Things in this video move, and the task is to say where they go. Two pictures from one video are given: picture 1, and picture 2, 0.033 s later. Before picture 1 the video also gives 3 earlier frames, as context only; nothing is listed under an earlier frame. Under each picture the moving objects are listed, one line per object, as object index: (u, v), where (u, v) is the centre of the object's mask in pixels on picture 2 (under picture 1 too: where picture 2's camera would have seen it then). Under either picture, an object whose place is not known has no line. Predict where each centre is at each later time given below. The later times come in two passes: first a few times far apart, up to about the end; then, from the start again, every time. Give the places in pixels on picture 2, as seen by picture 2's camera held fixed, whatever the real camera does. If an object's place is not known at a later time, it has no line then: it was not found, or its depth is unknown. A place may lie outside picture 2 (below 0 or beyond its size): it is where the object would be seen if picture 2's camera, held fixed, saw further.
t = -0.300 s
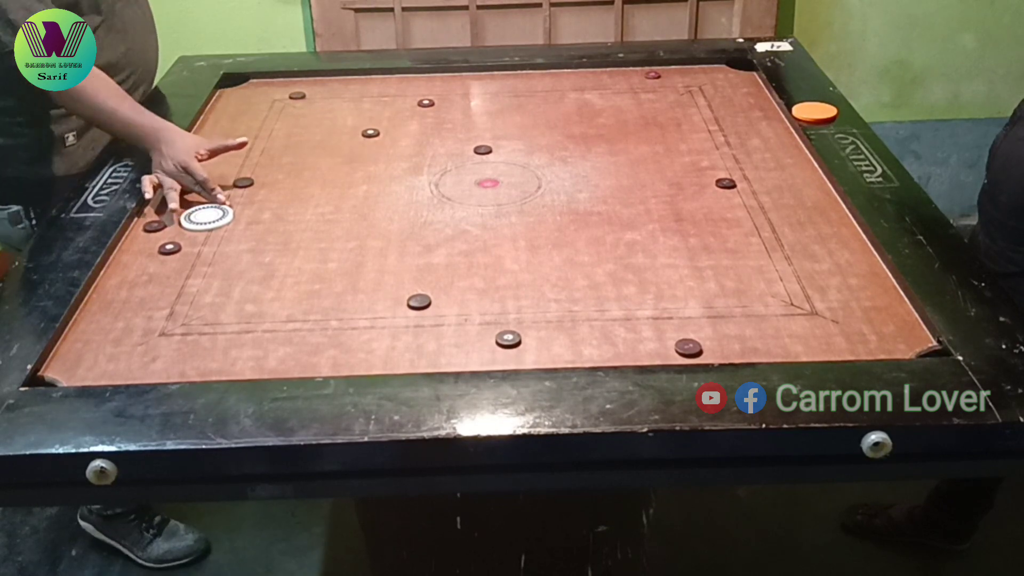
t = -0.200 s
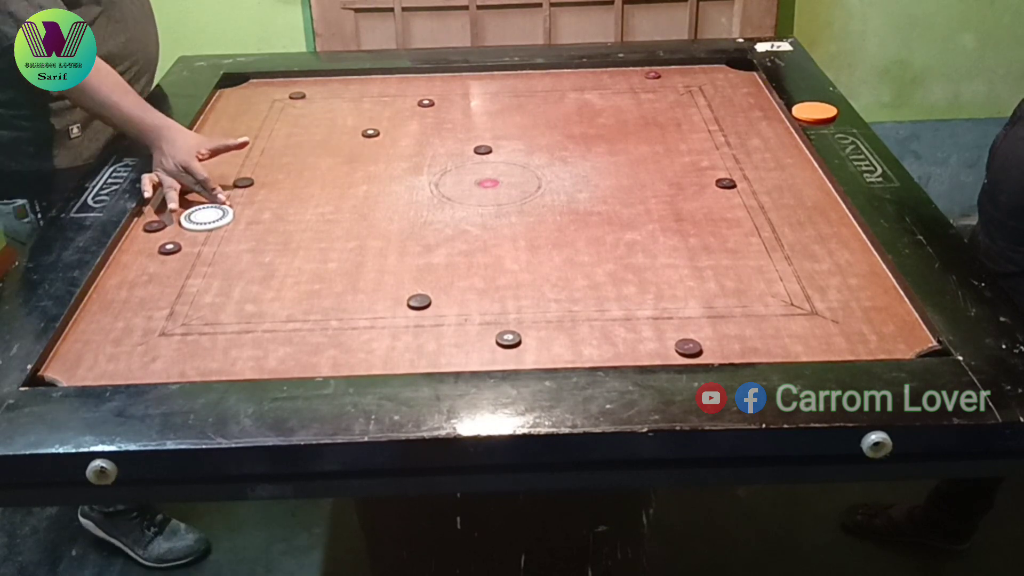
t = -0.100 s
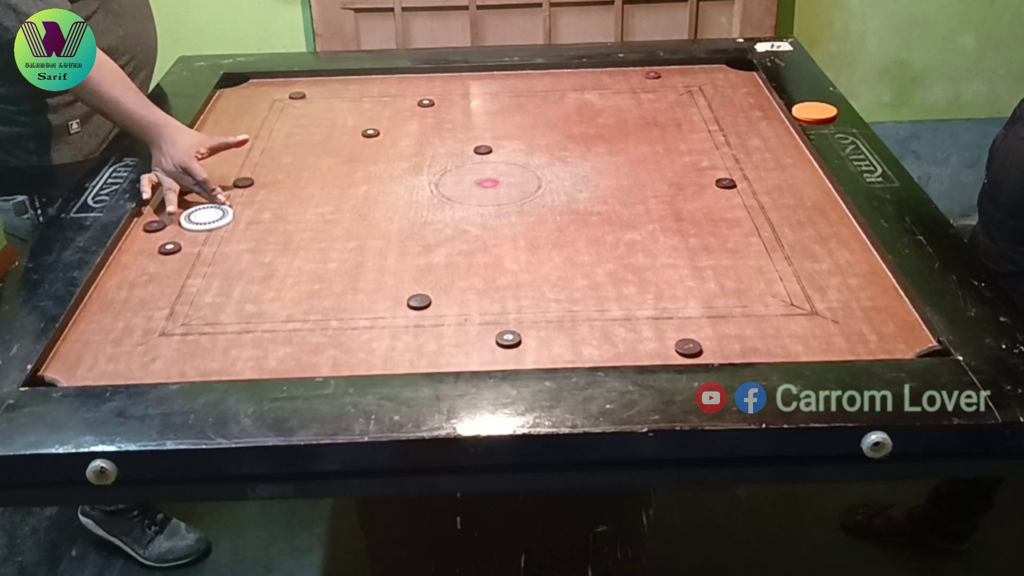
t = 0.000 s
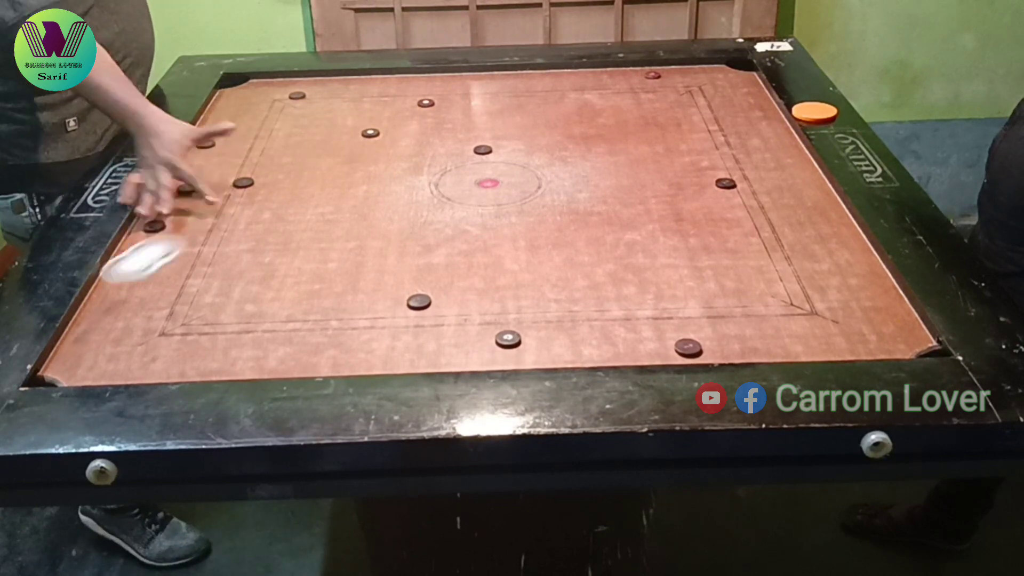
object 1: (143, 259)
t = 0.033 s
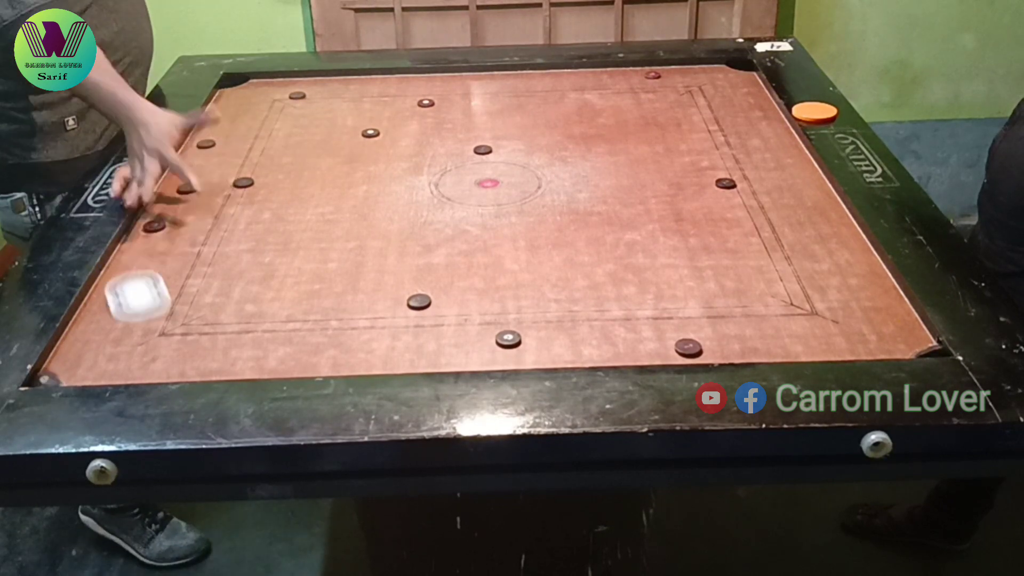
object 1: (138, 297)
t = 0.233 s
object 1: (316, 239)
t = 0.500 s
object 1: (486, 89)
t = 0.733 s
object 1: (571, 149)
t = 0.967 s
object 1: (690, 269)
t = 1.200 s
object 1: (772, 292)
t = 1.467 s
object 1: (773, 211)
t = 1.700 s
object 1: (774, 190)
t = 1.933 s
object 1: (775, 190)
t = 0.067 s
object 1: (152, 337)
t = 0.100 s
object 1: (176, 361)
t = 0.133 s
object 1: (215, 327)
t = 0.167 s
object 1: (253, 294)
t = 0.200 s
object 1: (286, 265)
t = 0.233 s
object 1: (316, 239)
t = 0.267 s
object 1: (344, 214)
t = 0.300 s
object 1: (370, 191)
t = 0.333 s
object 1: (393, 171)
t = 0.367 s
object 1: (415, 153)
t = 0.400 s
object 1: (435, 135)
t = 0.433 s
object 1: (453, 118)
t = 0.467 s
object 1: (470, 104)
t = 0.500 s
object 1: (486, 89)
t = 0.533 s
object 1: (501, 78)
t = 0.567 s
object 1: (511, 87)
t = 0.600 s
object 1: (522, 98)
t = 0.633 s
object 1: (534, 110)
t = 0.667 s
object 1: (546, 122)
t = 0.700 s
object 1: (559, 135)
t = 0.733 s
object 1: (571, 149)
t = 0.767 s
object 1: (586, 163)
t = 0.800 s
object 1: (601, 178)
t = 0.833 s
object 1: (616, 194)
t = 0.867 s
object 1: (633, 211)
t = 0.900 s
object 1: (651, 229)
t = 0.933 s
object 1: (670, 248)
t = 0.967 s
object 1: (690, 269)
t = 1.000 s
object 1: (712, 291)
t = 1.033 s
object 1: (735, 314)
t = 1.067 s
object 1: (758, 338)
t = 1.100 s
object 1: (772, 342)
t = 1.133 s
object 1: (772, 323)
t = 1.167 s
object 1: (772, 307)
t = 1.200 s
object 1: (772, 292)
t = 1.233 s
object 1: (773, 277)
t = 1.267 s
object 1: (773, 264)
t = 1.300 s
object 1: (773, 251)
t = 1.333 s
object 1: (773, 240)
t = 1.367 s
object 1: (773, 231)
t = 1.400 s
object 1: (772, 224)
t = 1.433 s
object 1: (772, 217)
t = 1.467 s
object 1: (773, 211)
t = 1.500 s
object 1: (773, 206)
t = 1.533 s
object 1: (773, 201)
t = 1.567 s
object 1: (774, 196)
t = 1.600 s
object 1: (774, 193)
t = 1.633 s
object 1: (774, 191)
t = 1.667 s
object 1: (774, 190)
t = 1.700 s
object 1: (774, 190)
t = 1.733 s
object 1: (774, 190)
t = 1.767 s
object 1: (774, 190)
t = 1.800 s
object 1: (774, 190)
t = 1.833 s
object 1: (774, 190)
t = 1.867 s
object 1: (774, 190)
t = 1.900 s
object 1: (775, 190)
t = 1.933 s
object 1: (775, 190)
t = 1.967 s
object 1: (775, 190)
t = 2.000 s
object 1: (775, 190)
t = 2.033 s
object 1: (774, 190)
